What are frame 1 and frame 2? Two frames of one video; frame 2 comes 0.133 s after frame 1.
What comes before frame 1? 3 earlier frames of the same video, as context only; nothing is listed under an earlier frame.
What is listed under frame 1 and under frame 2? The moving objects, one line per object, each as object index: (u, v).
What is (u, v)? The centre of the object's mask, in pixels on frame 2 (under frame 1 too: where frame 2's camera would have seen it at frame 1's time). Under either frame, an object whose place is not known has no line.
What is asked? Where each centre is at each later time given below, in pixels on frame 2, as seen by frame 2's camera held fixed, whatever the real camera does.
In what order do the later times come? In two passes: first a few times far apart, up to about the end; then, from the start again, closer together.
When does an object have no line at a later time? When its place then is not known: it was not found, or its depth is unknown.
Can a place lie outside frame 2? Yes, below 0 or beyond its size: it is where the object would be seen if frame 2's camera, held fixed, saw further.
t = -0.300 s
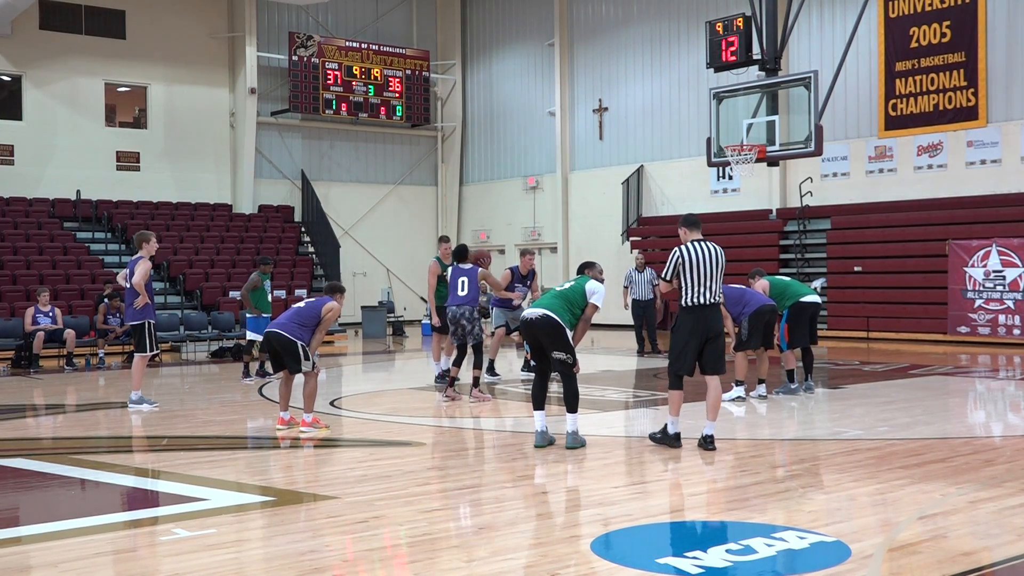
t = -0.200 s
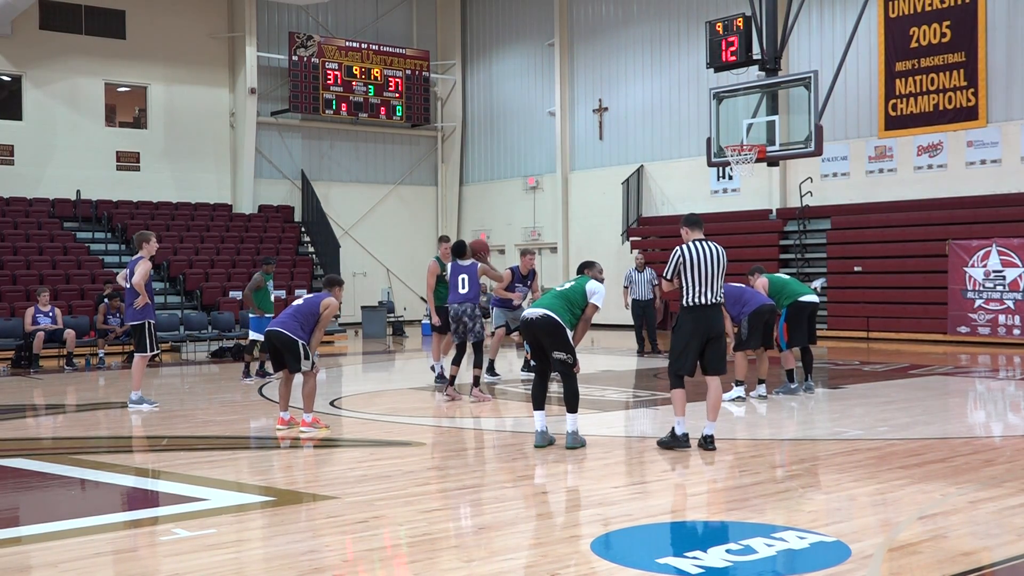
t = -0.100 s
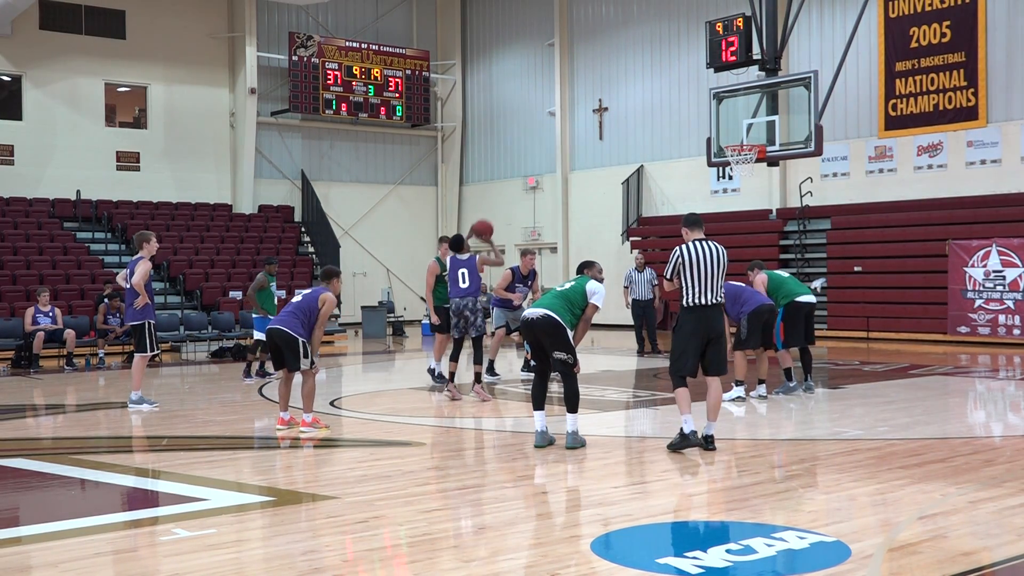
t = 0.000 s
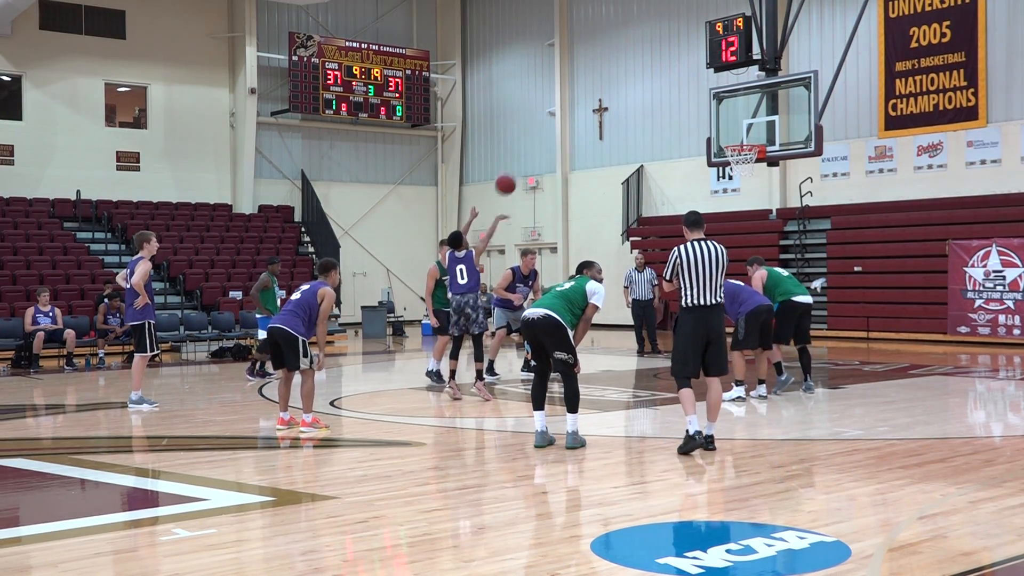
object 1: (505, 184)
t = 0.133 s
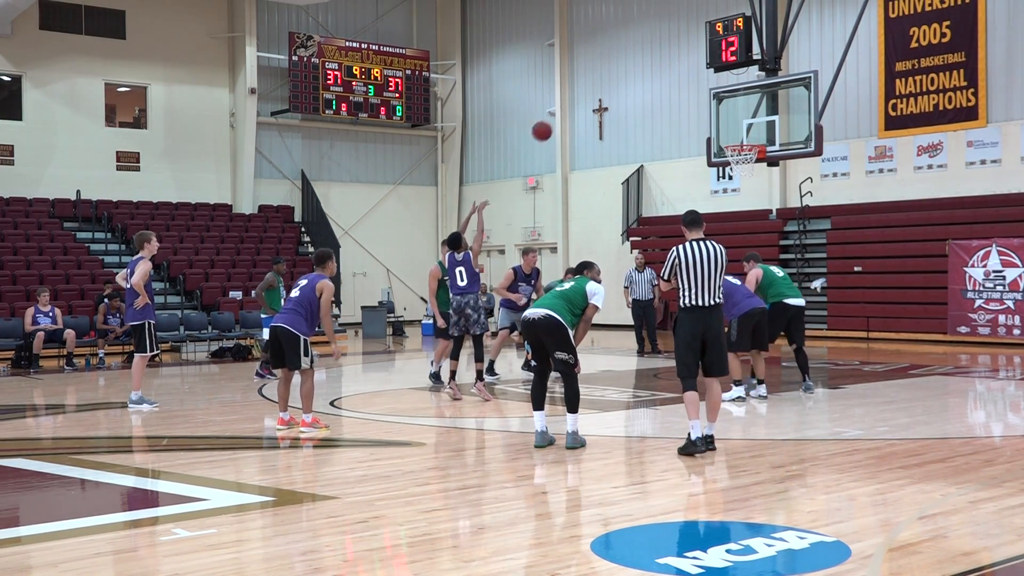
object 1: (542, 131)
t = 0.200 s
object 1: (560, 110)
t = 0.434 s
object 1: (619, 69)
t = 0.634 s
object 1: (666, 70)
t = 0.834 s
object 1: (712, 100)
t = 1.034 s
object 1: (756, 154)
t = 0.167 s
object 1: (551, 120)
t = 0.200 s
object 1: (560, 110)
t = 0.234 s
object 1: (568, 101)
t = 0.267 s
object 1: (577, 94)
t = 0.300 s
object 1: (585, 87)
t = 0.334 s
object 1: (594, 81)
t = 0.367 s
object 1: (602, 76)
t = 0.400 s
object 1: (611, 72)
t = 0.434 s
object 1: (619, 69)
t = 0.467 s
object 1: (627, 67)
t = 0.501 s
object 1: (635, 66)
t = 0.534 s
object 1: (643, 66)
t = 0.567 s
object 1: (651, 66)
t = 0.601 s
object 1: (659, 68)
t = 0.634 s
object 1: (666, 70)
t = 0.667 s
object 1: (674, 73)
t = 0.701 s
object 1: (682, 77)
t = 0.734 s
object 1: (690, 81)
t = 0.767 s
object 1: (697, 87)
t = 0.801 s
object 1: (704, 93)
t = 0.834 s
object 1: (712, 100)
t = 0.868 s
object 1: (719, 107)
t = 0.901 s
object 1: (727, 116)
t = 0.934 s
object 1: (734, 125)
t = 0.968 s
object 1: (741, 135)
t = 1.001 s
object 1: (747, 143)
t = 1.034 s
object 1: (756, 154)
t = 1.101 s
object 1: (744, 173)
